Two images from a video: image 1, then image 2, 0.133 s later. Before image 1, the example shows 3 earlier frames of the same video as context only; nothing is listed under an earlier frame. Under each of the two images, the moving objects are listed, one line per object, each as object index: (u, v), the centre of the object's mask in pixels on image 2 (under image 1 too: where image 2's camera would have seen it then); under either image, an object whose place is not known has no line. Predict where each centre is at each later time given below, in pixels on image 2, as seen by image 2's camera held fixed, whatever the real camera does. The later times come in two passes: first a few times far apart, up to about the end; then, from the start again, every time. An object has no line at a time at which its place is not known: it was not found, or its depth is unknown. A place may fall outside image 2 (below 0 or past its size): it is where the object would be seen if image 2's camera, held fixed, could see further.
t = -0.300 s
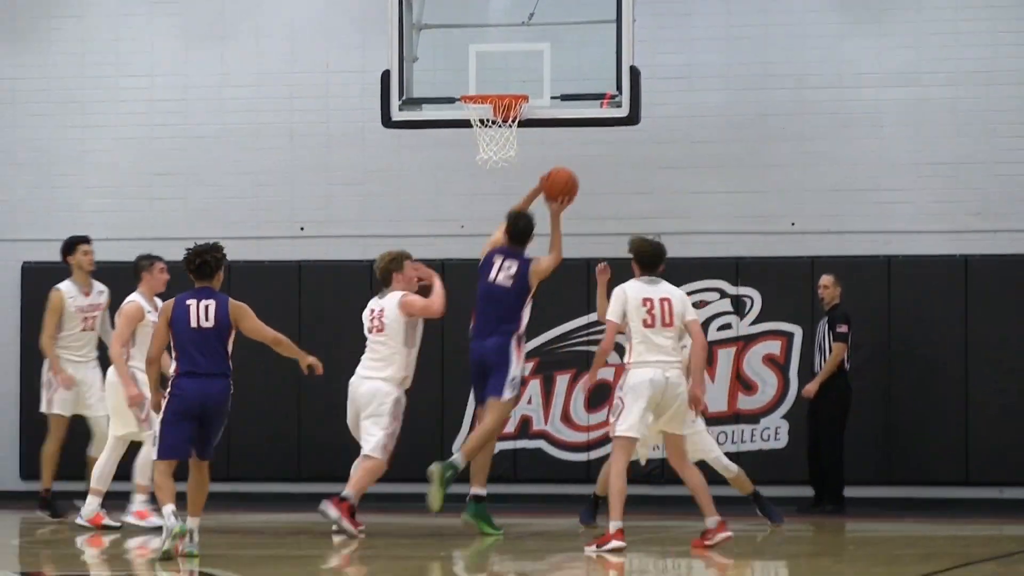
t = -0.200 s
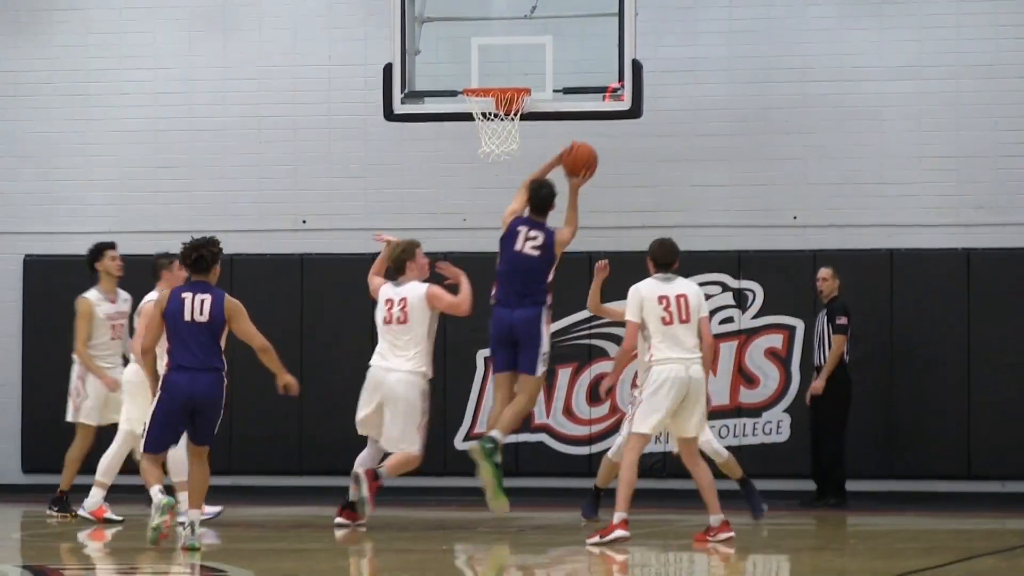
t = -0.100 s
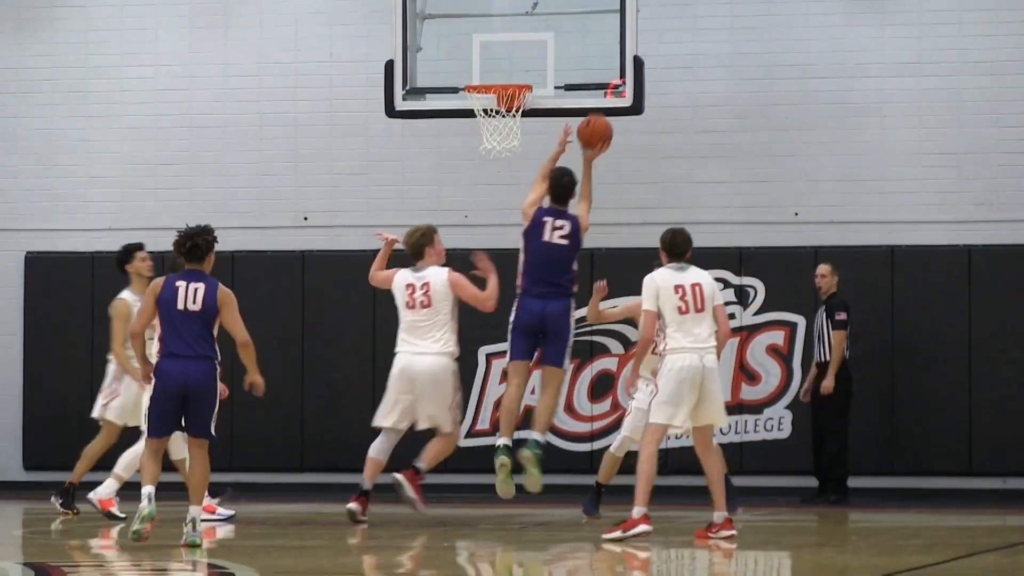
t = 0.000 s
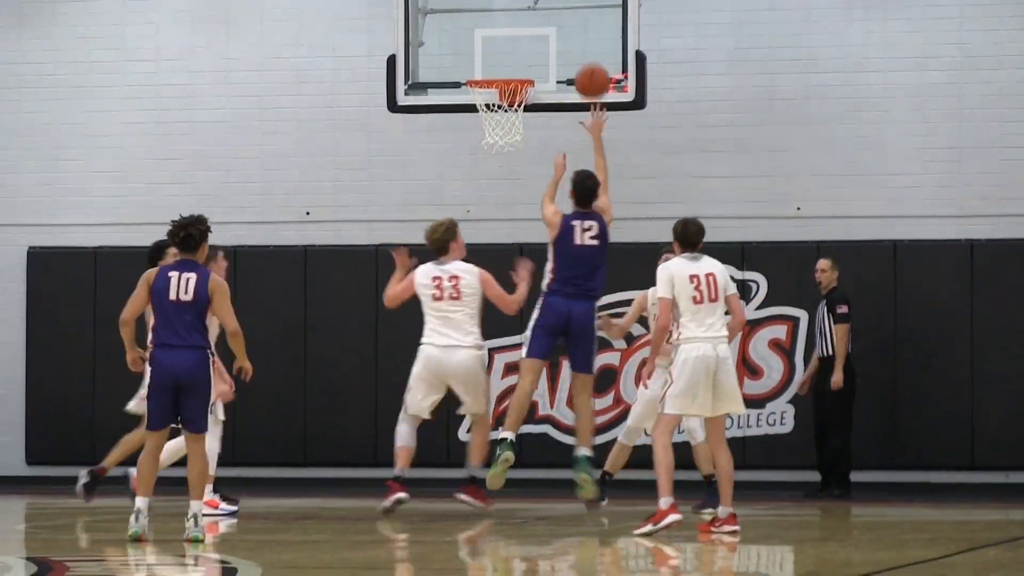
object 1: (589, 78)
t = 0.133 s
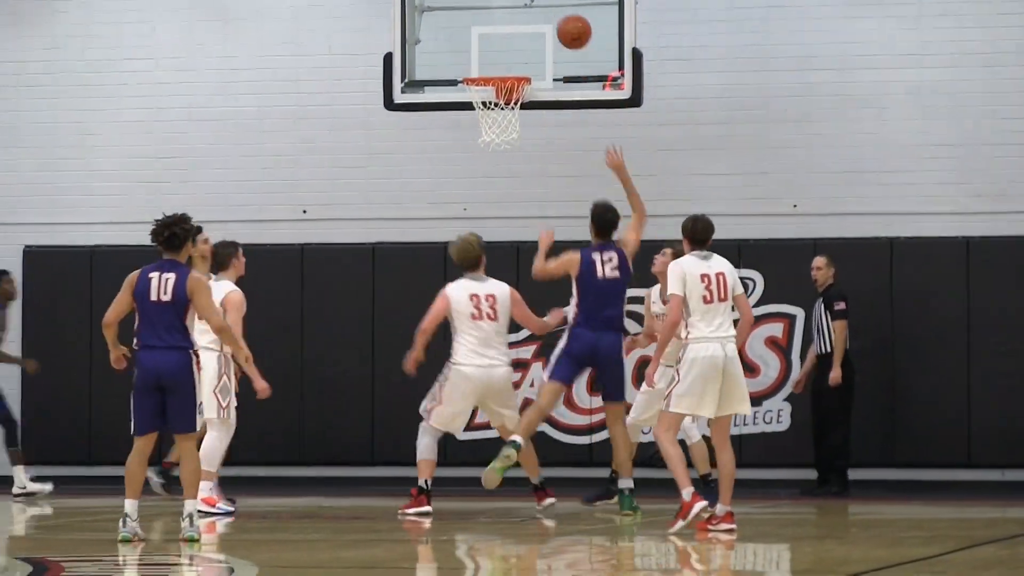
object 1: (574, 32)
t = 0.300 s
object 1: (557, 9)
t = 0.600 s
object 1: (529, 61)
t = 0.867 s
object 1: (511, 29)
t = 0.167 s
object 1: (570, 24)
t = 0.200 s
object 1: (567, 18)
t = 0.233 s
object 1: (564, 14)
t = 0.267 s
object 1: (560, 11)
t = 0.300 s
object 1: (557, 9)
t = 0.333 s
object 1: (554, 10)
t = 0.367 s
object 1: (550, 12)
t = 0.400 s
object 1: (547, 15)
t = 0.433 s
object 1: (544, 20)
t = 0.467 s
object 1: (541, 27)
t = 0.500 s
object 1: (538, 34)
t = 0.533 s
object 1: (534, 44)
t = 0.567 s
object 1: (531, 54)
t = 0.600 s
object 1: (529, 61)
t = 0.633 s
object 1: (528, 53)
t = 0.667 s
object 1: (527, 47)
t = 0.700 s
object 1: (526, 42)
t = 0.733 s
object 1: (525, 39)
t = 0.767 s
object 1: (521, 34)
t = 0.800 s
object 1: (518, 30)
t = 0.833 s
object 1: (515, 29)
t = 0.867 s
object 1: (511, 29)
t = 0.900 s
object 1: (508, 30)
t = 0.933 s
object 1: (504, 33)
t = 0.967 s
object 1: (501, 37)
